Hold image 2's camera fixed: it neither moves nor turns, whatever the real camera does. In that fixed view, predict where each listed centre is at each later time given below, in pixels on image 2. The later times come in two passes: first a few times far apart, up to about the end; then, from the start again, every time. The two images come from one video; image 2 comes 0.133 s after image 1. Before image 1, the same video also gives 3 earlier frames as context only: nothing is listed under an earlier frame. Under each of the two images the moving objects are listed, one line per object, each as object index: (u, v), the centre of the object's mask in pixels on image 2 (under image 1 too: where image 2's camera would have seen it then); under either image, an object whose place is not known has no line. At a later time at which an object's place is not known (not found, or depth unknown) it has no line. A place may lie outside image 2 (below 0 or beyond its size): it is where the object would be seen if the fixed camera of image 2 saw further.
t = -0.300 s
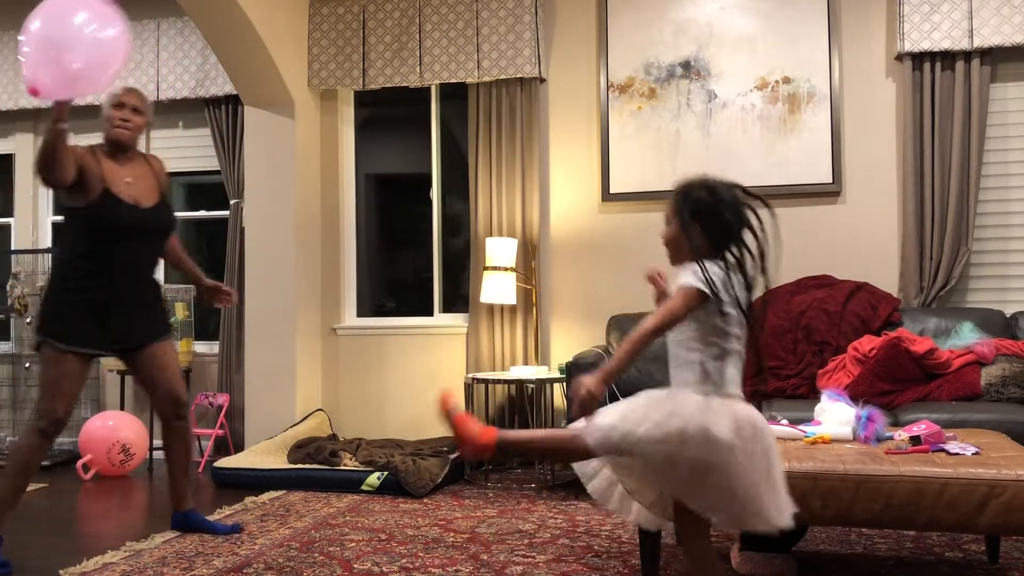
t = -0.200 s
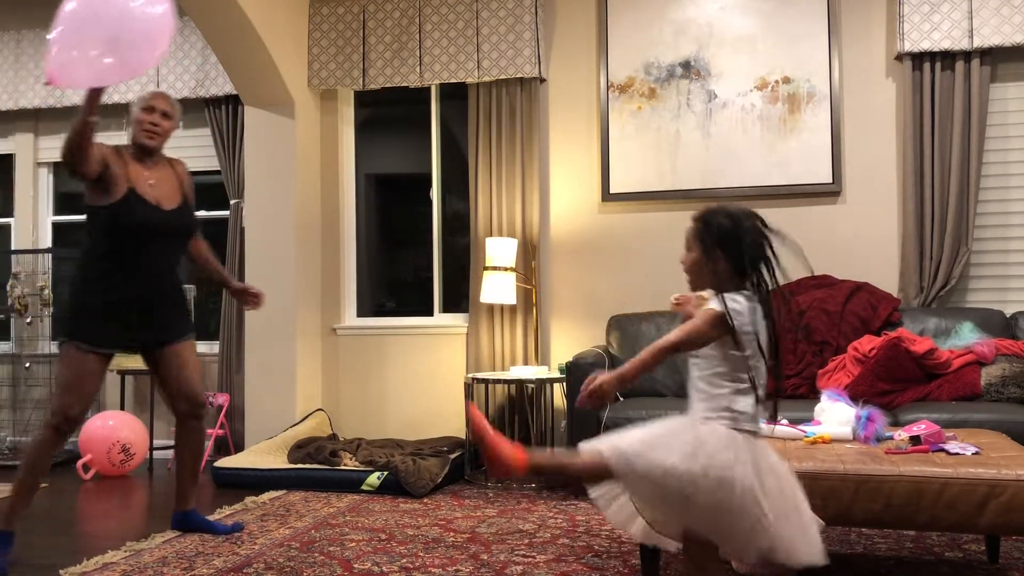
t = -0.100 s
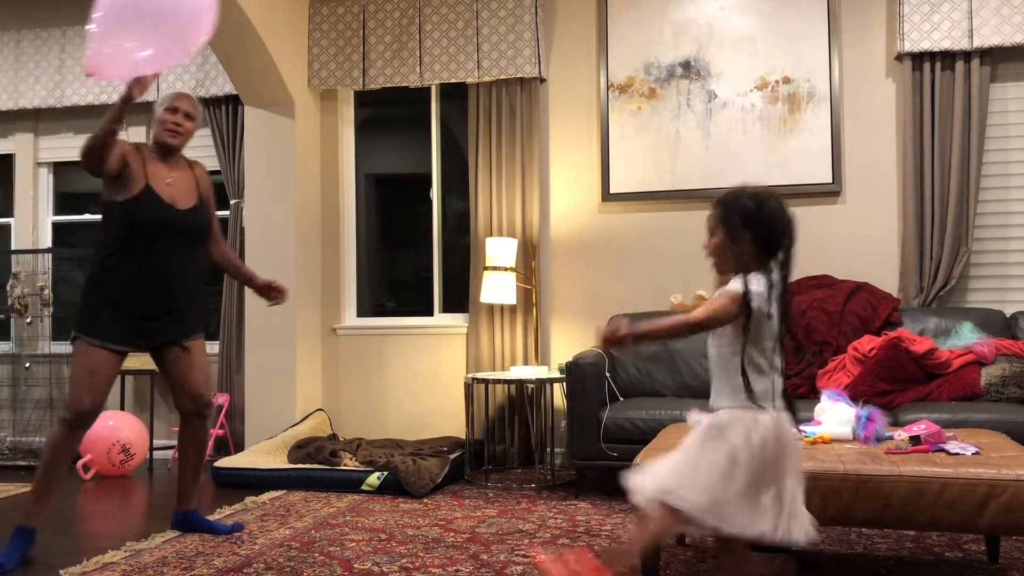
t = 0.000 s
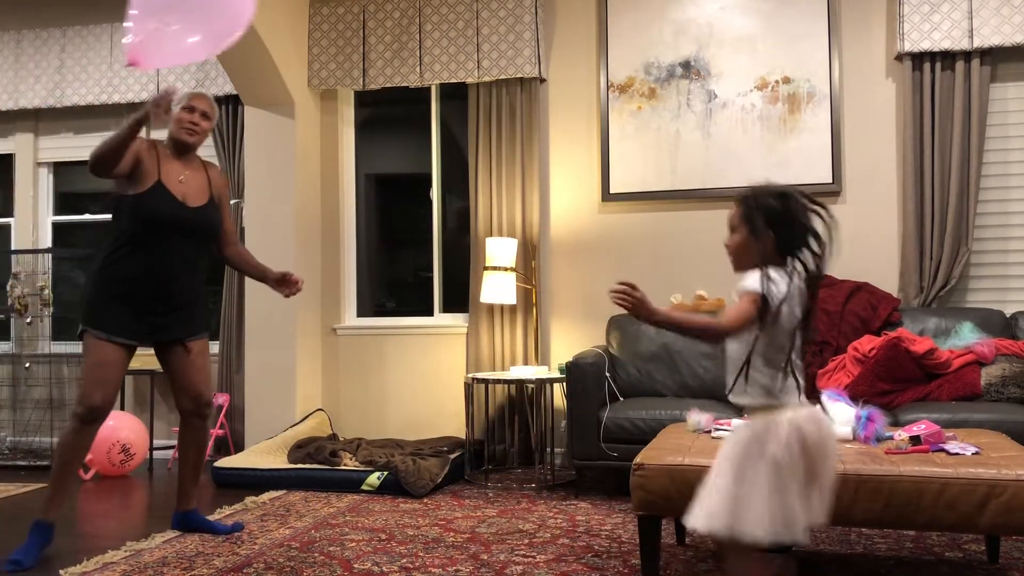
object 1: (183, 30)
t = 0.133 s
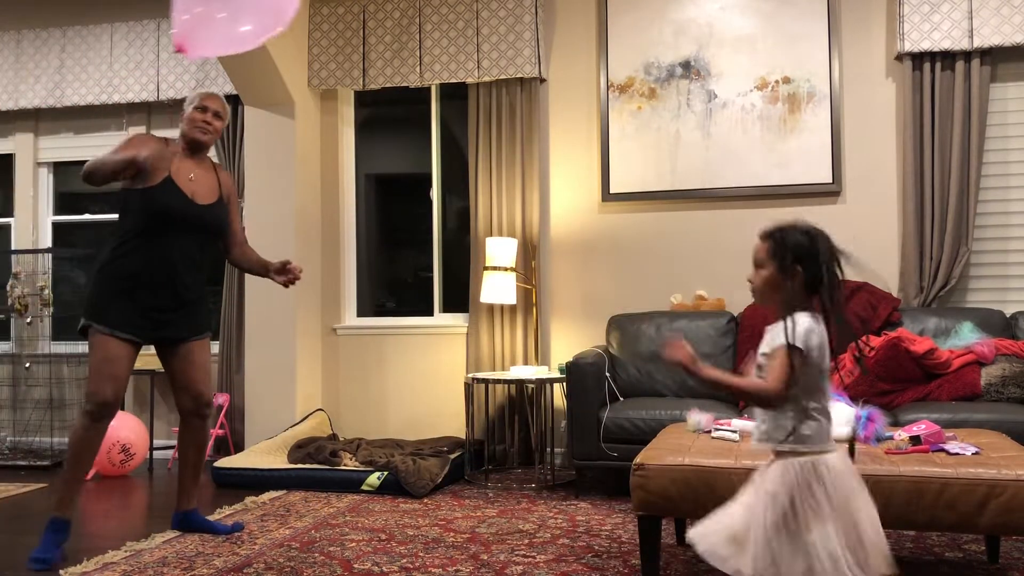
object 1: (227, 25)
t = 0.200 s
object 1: (247, 23)
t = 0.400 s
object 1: (297, 23)
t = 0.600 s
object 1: (342, 27)
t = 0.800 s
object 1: (388, 35)
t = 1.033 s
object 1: (432, 50)
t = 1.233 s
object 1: (459, 66)
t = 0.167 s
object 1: (238, 24)
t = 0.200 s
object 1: (247, 23)
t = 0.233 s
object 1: (256, 23)
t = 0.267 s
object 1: (264, 23)
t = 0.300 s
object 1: (273, 22)
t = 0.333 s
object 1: (281, 22)
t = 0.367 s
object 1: (289, 22)
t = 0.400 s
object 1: (297, 23)
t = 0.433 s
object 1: (305, 23)
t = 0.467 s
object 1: (312, 23)
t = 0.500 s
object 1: (320, 24)
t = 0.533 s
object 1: (327, 25)
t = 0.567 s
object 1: (335, 26)
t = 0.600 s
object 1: (342, 27)
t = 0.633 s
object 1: (350, 28)
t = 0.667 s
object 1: (358, 29)
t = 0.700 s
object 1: (365, 31)
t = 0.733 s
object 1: (373, 32)
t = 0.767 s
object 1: (381, 34)
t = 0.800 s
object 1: (388, 35)
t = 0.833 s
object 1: (395, 37)
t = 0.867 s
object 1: (401, 39)
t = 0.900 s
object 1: (408, 41)
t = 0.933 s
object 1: (414, 43)
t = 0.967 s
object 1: (420, 45)
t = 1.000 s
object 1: (426, 47)
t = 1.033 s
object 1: (432, 50)
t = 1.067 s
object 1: (437, 52)
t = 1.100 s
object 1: (442, 54)
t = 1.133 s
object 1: (446, 57)
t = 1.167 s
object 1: (451, 60)
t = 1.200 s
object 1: (455, 63)
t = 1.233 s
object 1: (459, 66)
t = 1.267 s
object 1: (464, 69)
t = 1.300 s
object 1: (468, 74)
